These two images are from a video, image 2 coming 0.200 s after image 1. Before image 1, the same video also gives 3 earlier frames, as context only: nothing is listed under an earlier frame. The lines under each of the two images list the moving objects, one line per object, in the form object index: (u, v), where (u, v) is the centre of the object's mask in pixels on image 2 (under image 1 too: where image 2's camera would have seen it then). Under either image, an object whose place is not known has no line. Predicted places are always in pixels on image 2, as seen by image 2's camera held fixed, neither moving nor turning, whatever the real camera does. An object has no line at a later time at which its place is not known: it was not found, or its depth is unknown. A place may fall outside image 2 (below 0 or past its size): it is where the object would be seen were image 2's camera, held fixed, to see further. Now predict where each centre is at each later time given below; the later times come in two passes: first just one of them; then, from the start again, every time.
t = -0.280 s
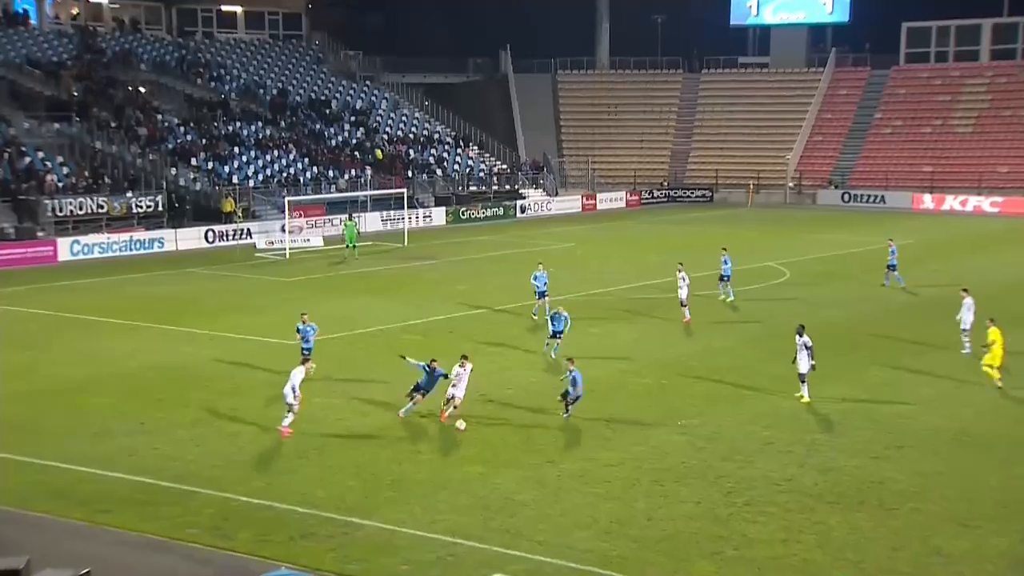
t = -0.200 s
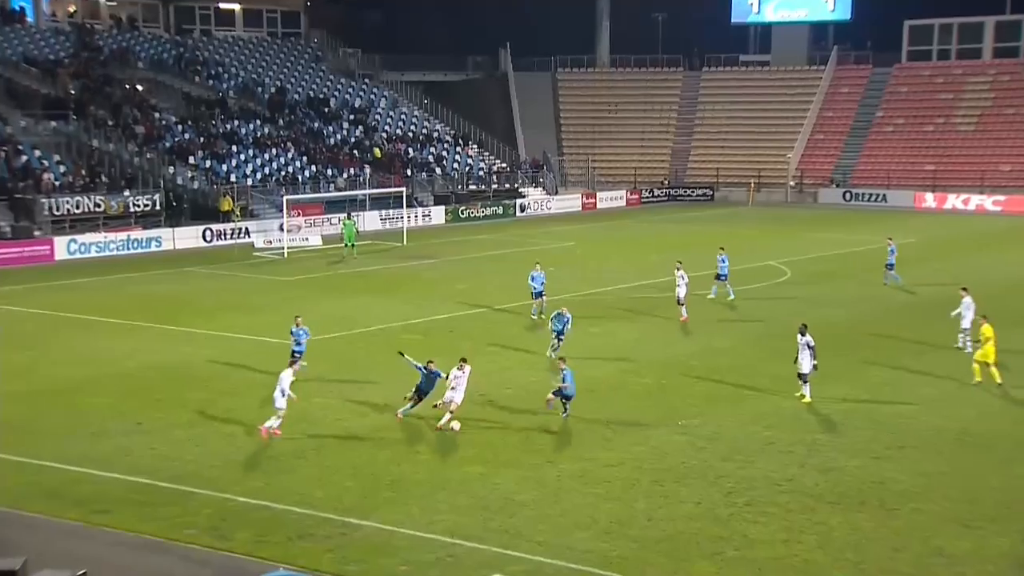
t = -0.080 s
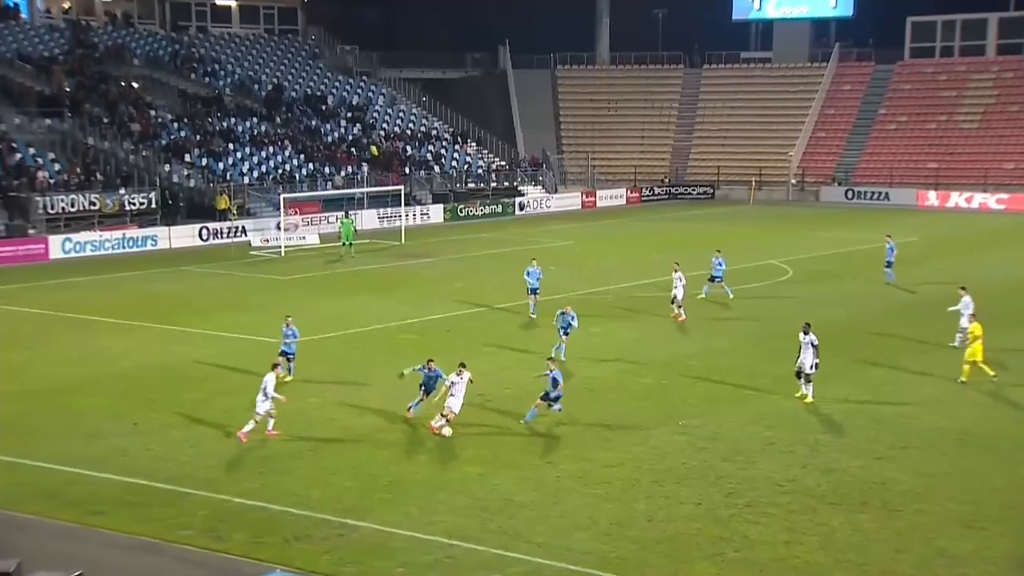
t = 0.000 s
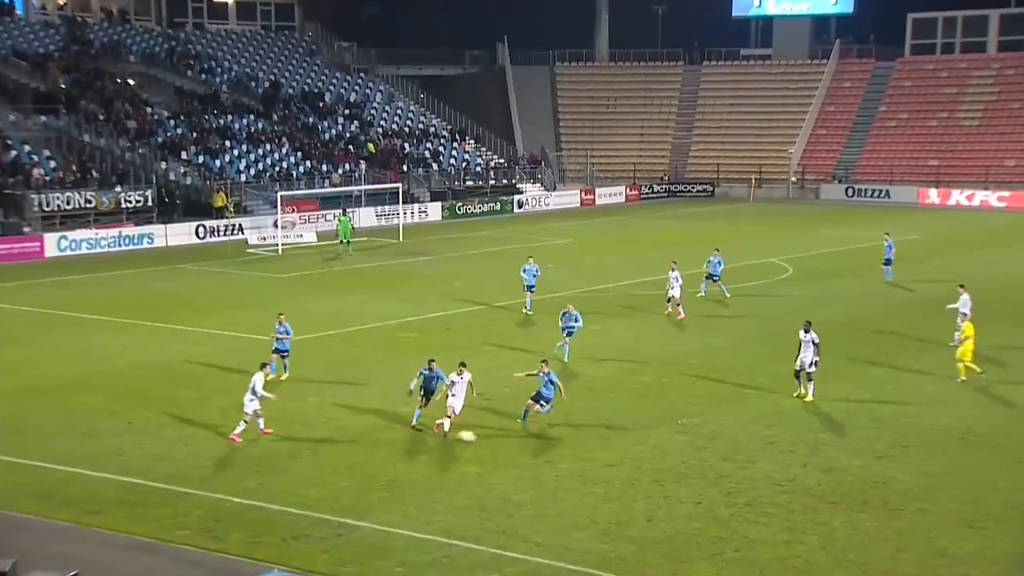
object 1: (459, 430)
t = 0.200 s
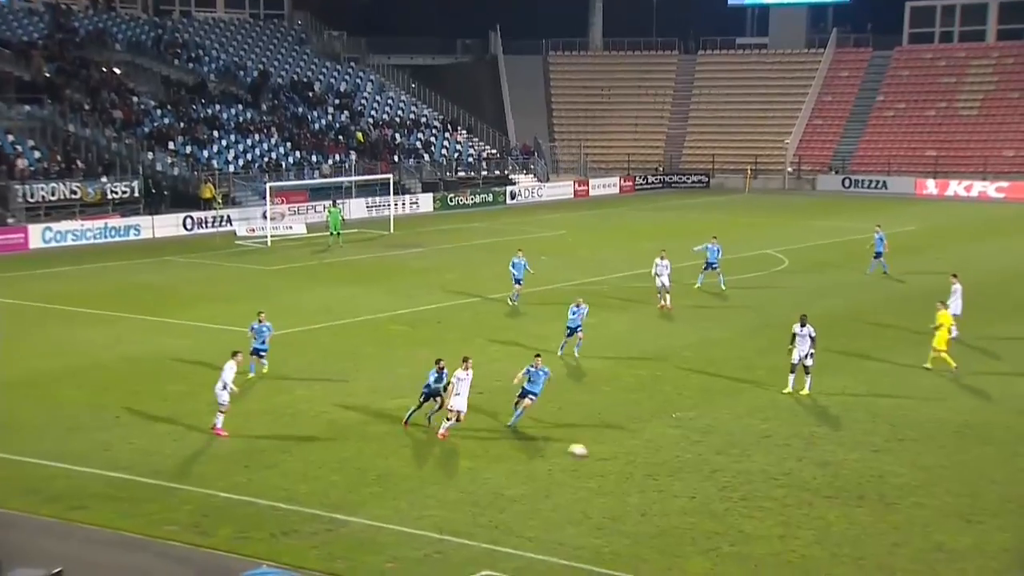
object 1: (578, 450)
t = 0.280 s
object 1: (625, 458)
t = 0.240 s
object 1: (601, 453)
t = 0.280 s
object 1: (625, 458)
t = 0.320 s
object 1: (649, 462)
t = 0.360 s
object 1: (672, 465)
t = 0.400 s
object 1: (695, 468)
